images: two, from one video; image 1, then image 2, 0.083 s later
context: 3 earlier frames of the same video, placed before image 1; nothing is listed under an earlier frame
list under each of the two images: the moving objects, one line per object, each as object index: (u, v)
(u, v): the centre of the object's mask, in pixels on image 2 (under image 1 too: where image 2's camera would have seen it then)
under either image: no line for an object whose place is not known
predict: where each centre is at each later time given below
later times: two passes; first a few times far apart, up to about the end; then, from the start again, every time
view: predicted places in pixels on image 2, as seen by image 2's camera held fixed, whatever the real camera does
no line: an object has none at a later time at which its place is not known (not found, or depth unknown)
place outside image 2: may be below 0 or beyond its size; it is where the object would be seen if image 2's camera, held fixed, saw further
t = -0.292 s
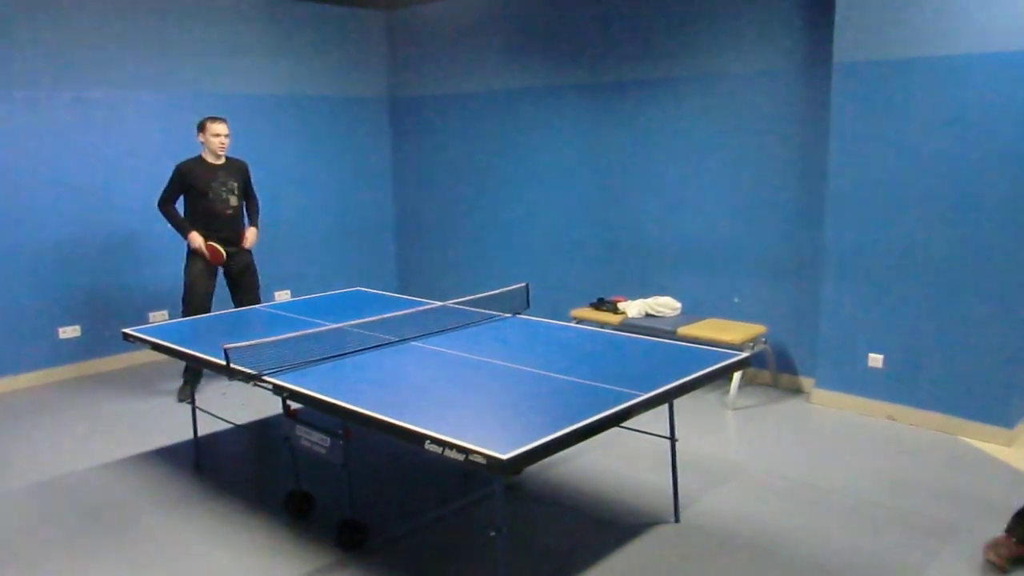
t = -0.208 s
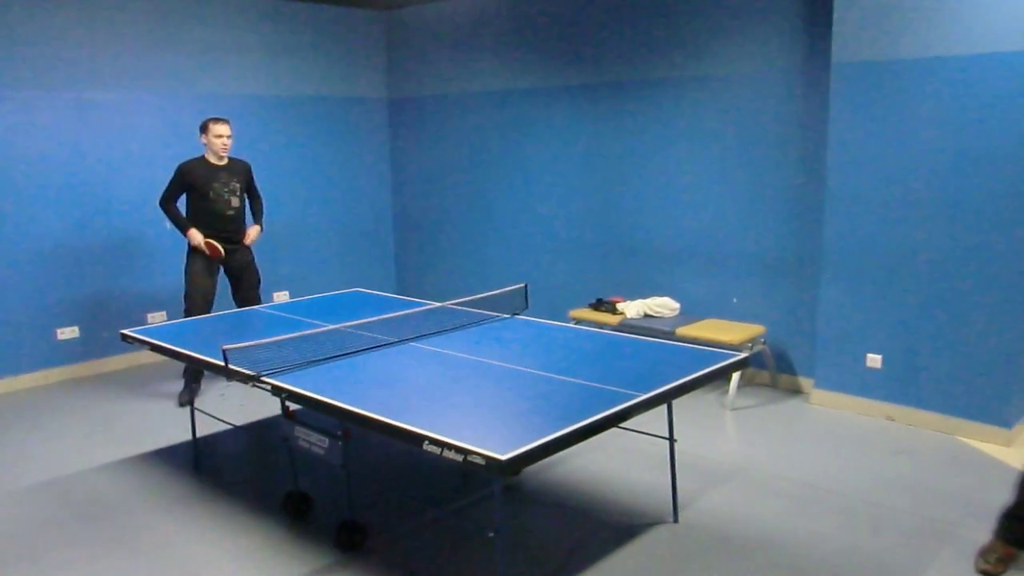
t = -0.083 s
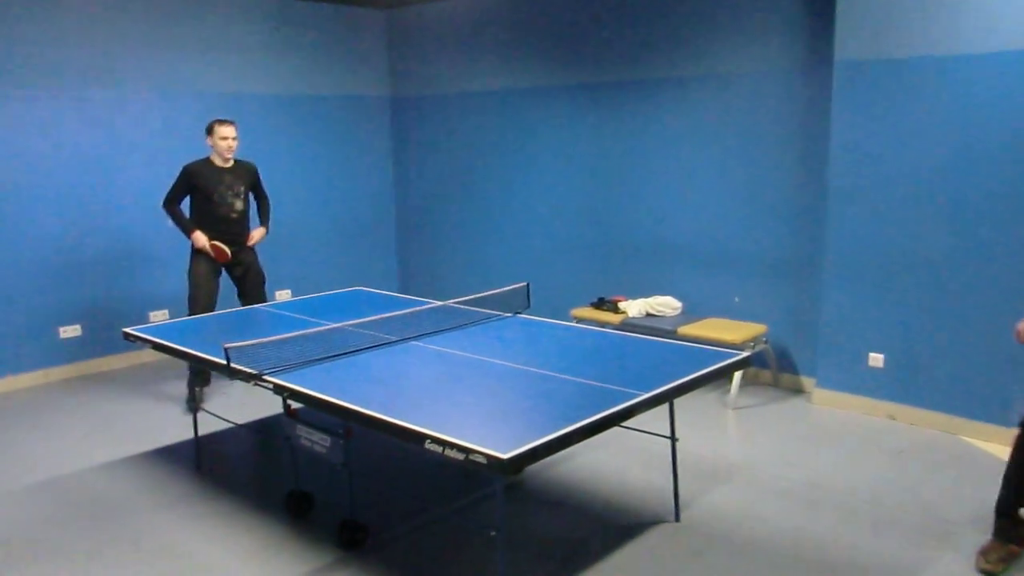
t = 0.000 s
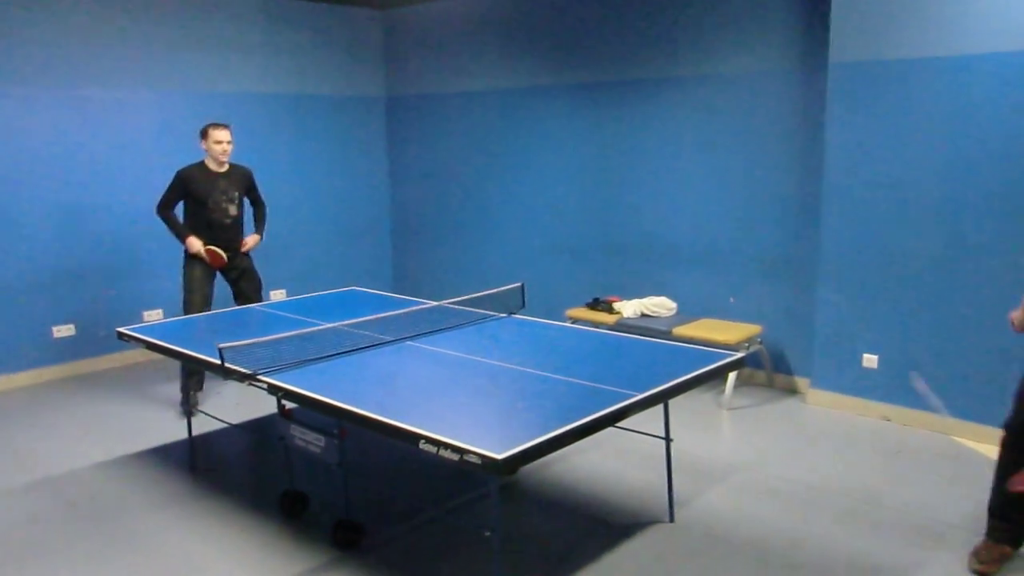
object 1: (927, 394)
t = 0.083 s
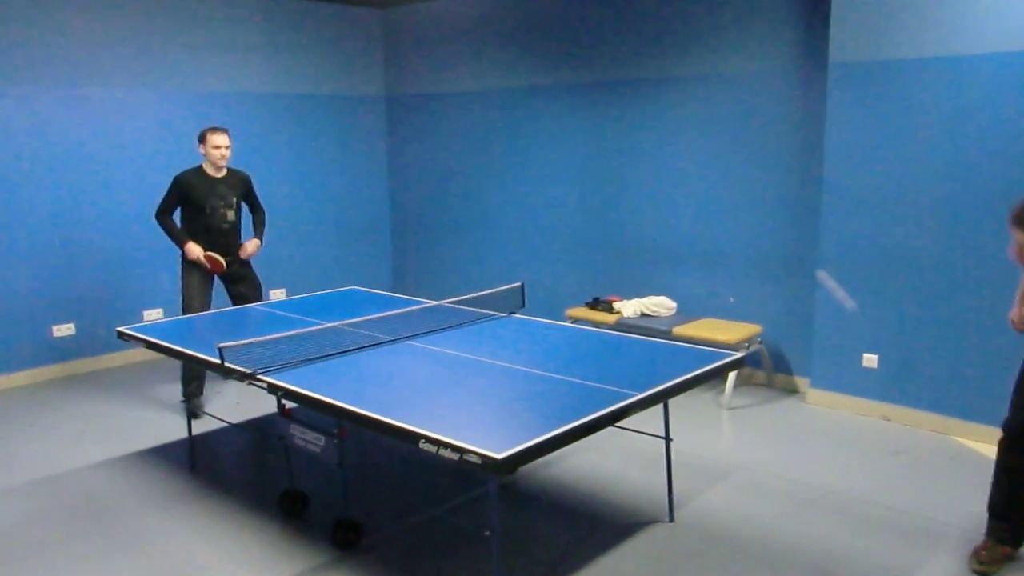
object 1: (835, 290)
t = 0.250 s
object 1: (674, 175)
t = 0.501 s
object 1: (501, 174)
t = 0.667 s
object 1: (422, 245)
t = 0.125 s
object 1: (791, 250)
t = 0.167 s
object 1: (750, 217)
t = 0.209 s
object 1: (710, 193)
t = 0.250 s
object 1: (674, 175)
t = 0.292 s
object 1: (639, 163)
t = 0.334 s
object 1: (607, 156)
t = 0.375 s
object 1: (578, 155)
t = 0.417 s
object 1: (550, 158)
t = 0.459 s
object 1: (525, 164)
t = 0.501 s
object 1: (501, 174)
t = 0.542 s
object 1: (480, 188)
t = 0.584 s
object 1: (459, 204)
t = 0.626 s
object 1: (439, 223)
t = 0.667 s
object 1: (422, 245)
